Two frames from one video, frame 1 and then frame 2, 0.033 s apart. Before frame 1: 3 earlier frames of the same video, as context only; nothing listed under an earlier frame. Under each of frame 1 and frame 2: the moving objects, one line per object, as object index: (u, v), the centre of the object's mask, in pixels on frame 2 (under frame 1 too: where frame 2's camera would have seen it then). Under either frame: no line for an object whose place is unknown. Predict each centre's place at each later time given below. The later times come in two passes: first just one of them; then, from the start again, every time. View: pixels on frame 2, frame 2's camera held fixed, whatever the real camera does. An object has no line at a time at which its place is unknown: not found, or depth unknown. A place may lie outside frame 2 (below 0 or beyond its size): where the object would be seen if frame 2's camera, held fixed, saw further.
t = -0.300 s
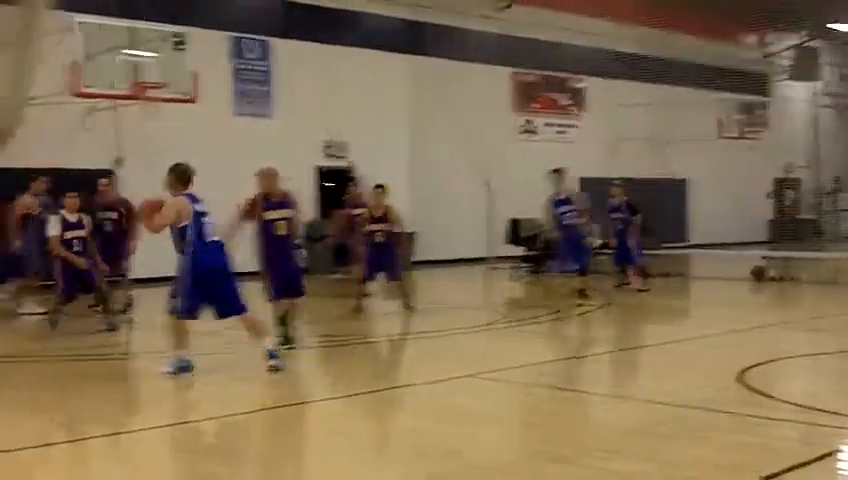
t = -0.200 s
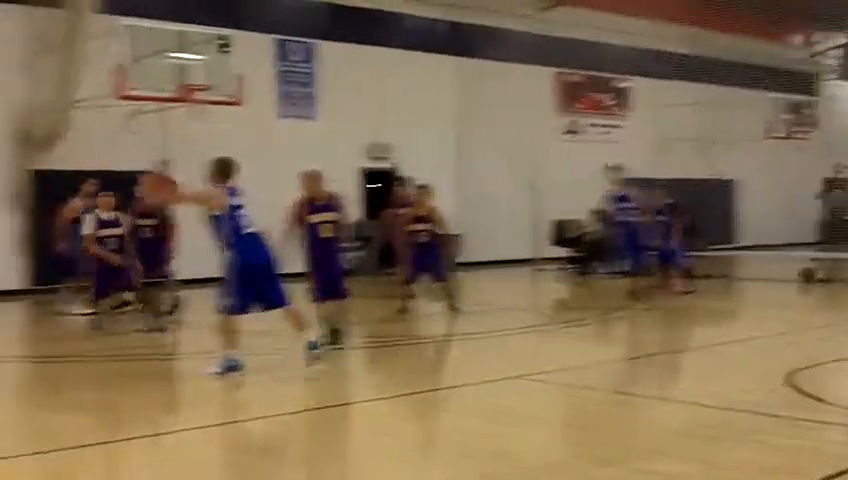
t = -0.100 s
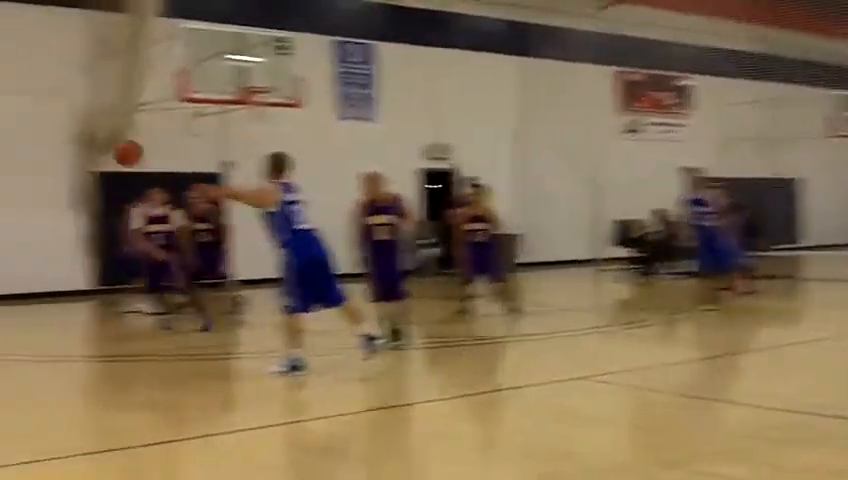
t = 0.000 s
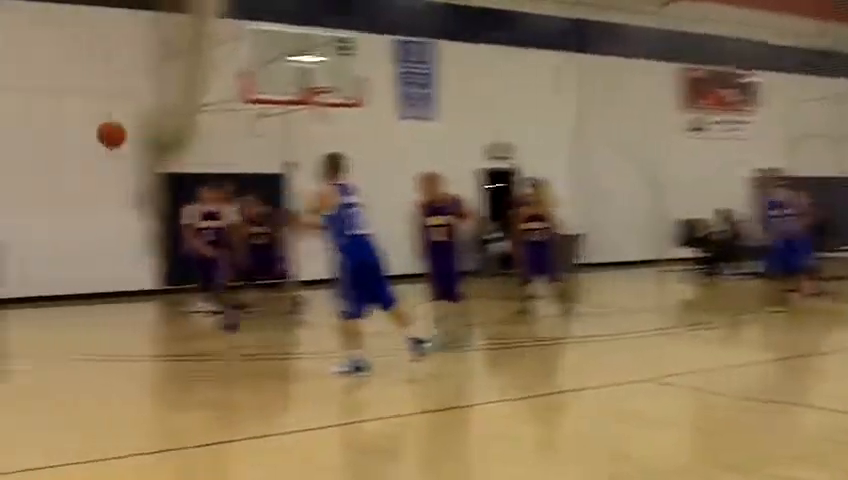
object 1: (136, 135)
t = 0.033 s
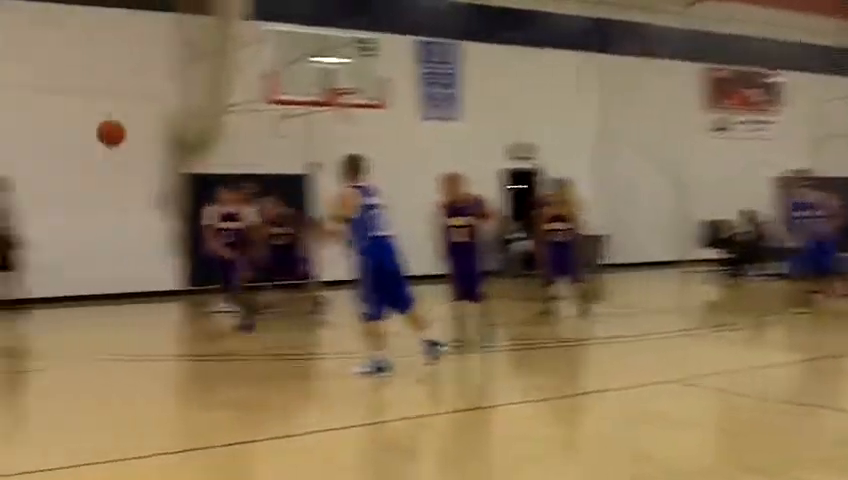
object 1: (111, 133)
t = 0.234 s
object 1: (-30, 139)
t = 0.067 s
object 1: (85, 131)
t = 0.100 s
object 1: (62, 130)
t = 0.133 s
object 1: (38, 130)
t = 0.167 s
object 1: (15, 132)
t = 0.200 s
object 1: (-7, 135)
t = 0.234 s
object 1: (-30, 139)
